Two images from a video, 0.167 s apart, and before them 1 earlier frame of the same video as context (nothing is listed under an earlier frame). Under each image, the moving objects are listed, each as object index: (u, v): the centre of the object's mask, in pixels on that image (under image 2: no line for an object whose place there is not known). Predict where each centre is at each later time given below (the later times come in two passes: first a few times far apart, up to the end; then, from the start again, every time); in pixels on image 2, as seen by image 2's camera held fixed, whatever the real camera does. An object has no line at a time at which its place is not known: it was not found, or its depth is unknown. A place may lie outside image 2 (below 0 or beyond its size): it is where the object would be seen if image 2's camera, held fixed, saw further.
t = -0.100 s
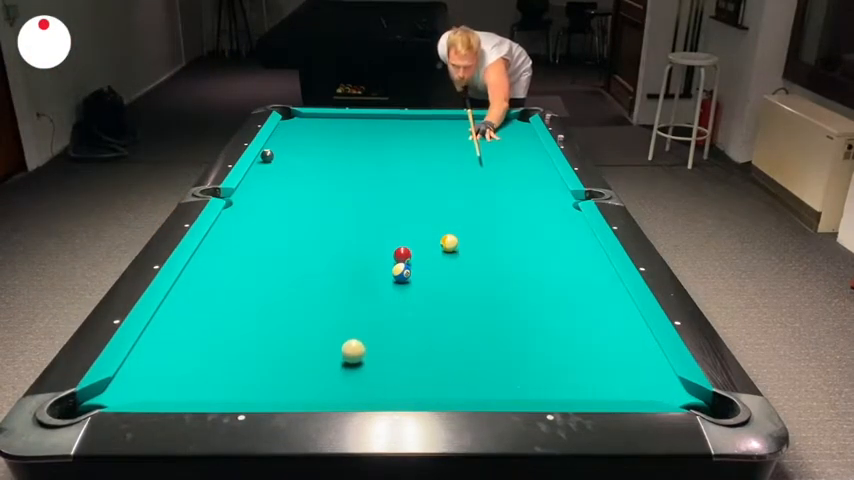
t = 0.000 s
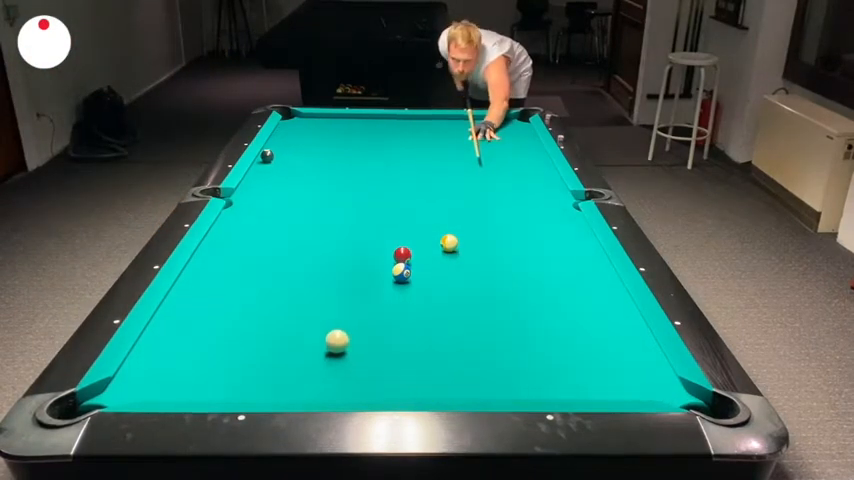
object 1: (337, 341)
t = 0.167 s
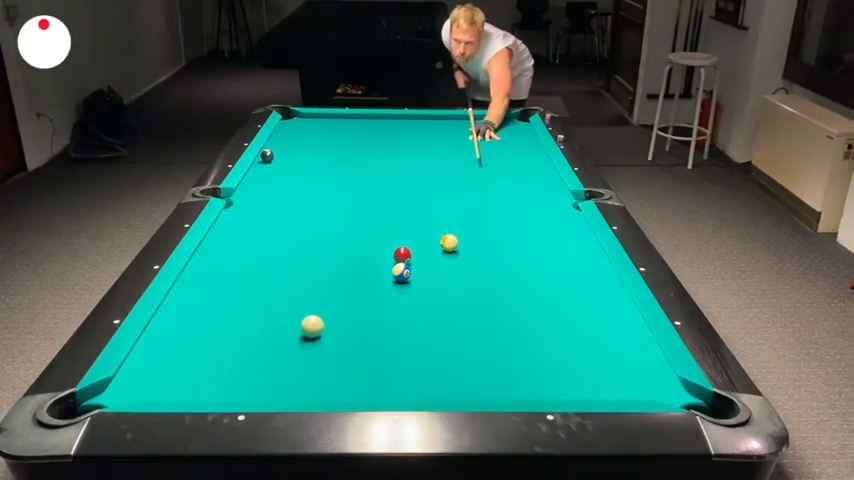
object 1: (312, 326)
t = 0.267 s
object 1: (298, 318)
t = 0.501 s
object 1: (269, 300)
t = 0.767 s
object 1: (239, 282)
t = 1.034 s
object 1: (213, 267)
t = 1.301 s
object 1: (210, 254)
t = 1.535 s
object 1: (230, 246)
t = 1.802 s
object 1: (250, 238)
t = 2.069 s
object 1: (267, 231)
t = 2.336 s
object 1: (283, 224)
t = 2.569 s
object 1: (295, 220)
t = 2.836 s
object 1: (306, 215)
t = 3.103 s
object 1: (316, 211)
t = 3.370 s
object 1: (324, 207)
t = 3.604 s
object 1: (331, 205)
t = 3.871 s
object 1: (336, 202)
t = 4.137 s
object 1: (341, 200)
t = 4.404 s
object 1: (344, 199)
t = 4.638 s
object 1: (346, 198)
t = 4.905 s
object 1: (347, 197)
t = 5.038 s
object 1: (348, 197)
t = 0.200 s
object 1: (307, 323)
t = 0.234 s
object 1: (303, 321)
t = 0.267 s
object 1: (298, 318)
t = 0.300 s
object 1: (294, 315)
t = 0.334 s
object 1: (290, 312)
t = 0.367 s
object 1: (285, 310)
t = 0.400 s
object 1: (281, 307)
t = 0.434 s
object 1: (277, 305)
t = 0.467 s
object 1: (273, 302)
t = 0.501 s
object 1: (269, 300)
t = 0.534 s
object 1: (265, 298)
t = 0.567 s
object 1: (261, 295)
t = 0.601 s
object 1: (257, 293)
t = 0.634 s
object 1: (253, 291)
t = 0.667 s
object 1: (250, 289)
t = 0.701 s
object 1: (246, 286)
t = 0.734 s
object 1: (242, 284)
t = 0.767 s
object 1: (239, 282)
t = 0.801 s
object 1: (235, 280)
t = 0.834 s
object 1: (232, 278)
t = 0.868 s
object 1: (229, 276)
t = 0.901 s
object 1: (225, 274)
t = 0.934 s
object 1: (222, 272)
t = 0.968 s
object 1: (219, 270)
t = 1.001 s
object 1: (216, 268)
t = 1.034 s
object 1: (213, 267)
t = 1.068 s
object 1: (210, 265)
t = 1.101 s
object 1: (207, 263)
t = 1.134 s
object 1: (204, 261)
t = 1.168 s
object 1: (201, 260)
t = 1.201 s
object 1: (200, 258)
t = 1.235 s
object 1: (203, 257)
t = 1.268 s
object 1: (207, 255)
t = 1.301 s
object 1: (210, 254)
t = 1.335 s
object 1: (213, 253)
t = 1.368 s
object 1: (216, 252)
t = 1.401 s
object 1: (219, 251)
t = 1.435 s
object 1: (222, 250)
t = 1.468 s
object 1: (224, 249)
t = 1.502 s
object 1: (227, 247)
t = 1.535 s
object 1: (230, 246)
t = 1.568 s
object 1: (232, 245)
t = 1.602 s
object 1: (235, 244)
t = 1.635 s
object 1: (238, 243)
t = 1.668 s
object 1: (240, 242)
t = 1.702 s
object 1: (243, 241)
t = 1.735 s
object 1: (245, 240)
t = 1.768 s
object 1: (247, 239)
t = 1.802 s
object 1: (250, 238)
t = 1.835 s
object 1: (252, 237)
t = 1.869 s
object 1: (255, 236)
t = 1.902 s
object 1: (257, 235)
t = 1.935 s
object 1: (259, 234)
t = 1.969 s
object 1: (261, 233)
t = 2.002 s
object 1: (263, 233)
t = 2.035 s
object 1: (265, 232)
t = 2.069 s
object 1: (267, 231)
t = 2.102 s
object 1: (269, 230)
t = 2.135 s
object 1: (271, 229)
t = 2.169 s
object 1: (273, 229)
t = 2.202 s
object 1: (275, 228)
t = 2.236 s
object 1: (277, 227)
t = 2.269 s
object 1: (279, 226)
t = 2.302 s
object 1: (281, 225)
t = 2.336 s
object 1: (283, 224)
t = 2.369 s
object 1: (284, 224)
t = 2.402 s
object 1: (286, 223)
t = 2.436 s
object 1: (288, 223)
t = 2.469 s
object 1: (290, 222)
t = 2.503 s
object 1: (291, 221)
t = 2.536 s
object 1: (293, 221)
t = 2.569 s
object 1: (295, 220)
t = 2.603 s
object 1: (296, 219)
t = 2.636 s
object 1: (298, 218)
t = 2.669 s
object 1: (299, 218)
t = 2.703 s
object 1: (301, 217)
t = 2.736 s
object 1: (302, 217)
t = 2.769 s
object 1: (304, 216)
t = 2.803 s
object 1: (305, 216)
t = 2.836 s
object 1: (306, 215)
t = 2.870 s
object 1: (308, 214)
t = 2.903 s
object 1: (309, 214)
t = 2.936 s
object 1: (310, 213)
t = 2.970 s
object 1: (311, 213)
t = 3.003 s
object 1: (313, 212)
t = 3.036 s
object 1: (314, 212)
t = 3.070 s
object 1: (315, 211)
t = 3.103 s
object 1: (316, 211)
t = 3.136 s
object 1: (317, 210)
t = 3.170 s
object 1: (318, 210)
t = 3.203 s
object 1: (319, 209)
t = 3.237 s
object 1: (320, 209)
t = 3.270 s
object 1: (322, 208)
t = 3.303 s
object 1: (322, 208)
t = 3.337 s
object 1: (324, 208)
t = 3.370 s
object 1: (324, 207)
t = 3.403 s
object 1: (325, 207)
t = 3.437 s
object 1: (326, 206)
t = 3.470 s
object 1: (327, 206)
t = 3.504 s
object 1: (328, 206)
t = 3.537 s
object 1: (329, 205)
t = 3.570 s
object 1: (330, 205)
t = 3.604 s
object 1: (331, 205)
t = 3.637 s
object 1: (331, 204)
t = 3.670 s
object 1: (332, 204)
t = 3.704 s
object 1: (333, 204)
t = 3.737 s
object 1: (334, 203)
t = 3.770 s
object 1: (334, 203)
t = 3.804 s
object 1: (335, 203)
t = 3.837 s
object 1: (336, 202)
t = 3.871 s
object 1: (336, 202)
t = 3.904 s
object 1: (337, 202)
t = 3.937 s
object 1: (338, 201)
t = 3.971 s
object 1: (338, 201)
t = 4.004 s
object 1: (339, 201)
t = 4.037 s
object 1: (339, 201)
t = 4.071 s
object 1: (340, 200)
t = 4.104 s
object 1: (340, 200)
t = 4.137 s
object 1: (341, 200)
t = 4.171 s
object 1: (341, 200)
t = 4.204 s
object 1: (342, 200)
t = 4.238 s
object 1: (342, 199)
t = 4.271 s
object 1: (343, 199)
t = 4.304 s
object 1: (343, 199)
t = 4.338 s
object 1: (344, 199)
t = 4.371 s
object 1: (344, 199)
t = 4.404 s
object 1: (344, 199)
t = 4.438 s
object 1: (345, 198)
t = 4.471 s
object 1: (345, 198)
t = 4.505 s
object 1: (345, 198)
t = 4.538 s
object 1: (346, 198)
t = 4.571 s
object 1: (346, 198)
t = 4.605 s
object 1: (346, 198)
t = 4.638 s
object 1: (346, 198)
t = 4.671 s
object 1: (347, 198)
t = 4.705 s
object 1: (347, 198)
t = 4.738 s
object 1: (347, 198)
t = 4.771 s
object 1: (347, 197)
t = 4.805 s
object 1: (347, 197)
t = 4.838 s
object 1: (347, 197)
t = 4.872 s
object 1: (347, 197)
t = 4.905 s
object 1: (347, 197)
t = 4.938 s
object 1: (347, 197)
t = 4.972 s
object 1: (347, 197)
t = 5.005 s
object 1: (348, 197)
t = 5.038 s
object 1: (348, 197)
